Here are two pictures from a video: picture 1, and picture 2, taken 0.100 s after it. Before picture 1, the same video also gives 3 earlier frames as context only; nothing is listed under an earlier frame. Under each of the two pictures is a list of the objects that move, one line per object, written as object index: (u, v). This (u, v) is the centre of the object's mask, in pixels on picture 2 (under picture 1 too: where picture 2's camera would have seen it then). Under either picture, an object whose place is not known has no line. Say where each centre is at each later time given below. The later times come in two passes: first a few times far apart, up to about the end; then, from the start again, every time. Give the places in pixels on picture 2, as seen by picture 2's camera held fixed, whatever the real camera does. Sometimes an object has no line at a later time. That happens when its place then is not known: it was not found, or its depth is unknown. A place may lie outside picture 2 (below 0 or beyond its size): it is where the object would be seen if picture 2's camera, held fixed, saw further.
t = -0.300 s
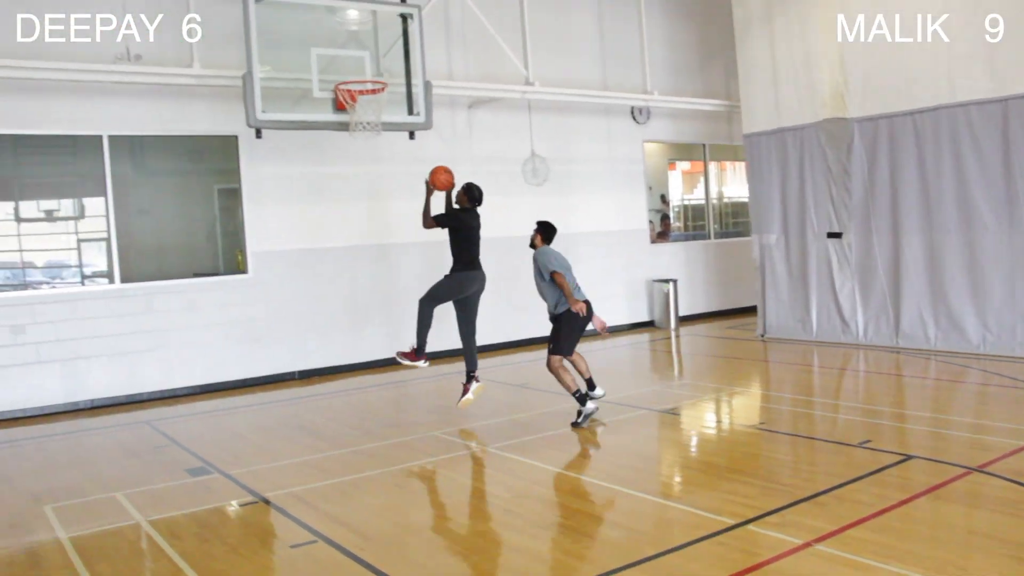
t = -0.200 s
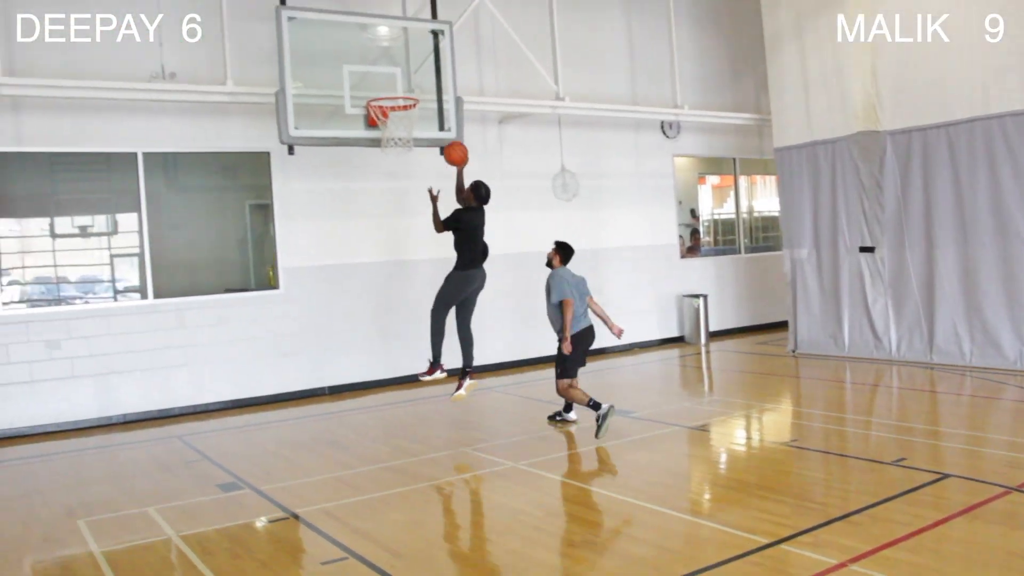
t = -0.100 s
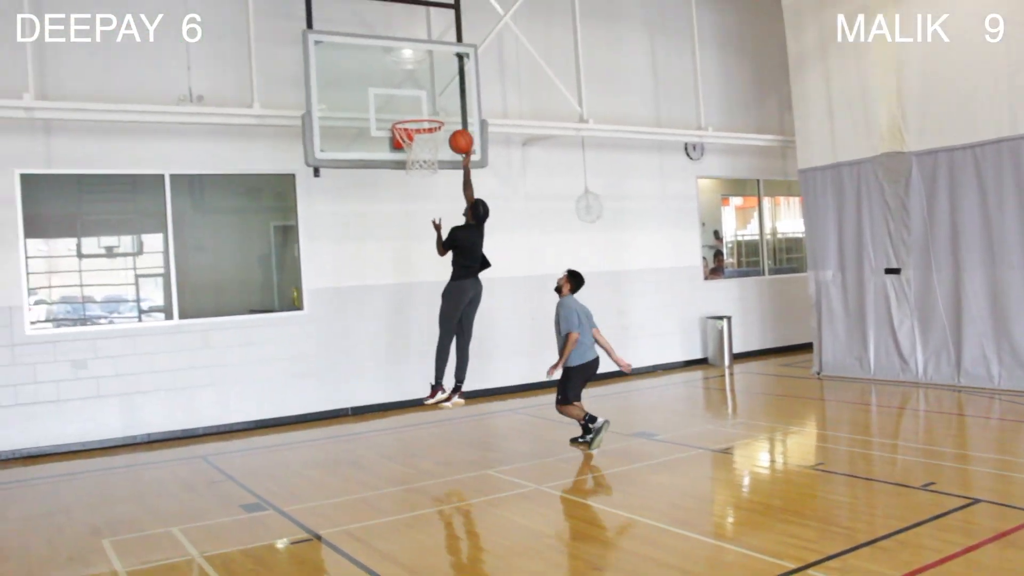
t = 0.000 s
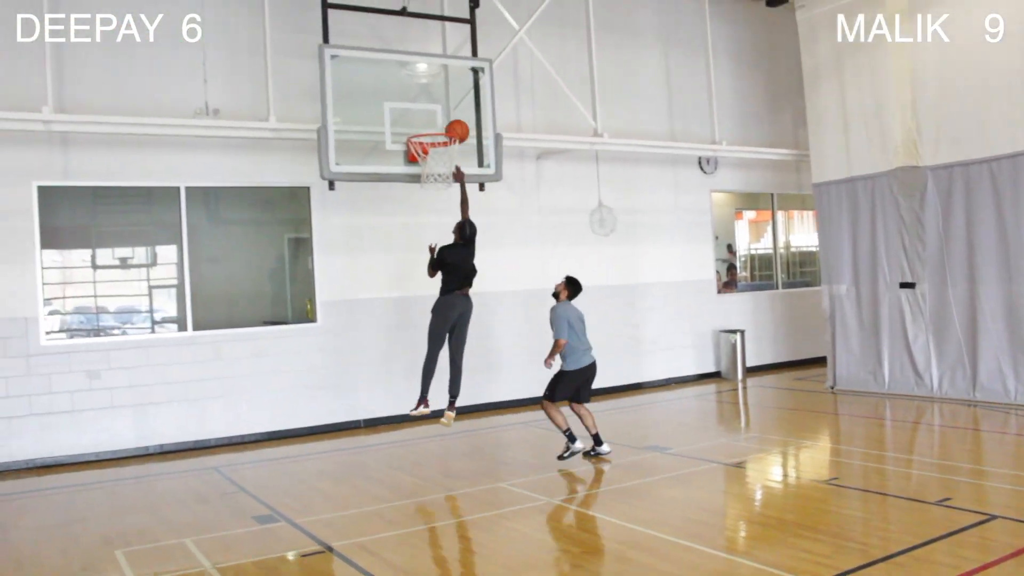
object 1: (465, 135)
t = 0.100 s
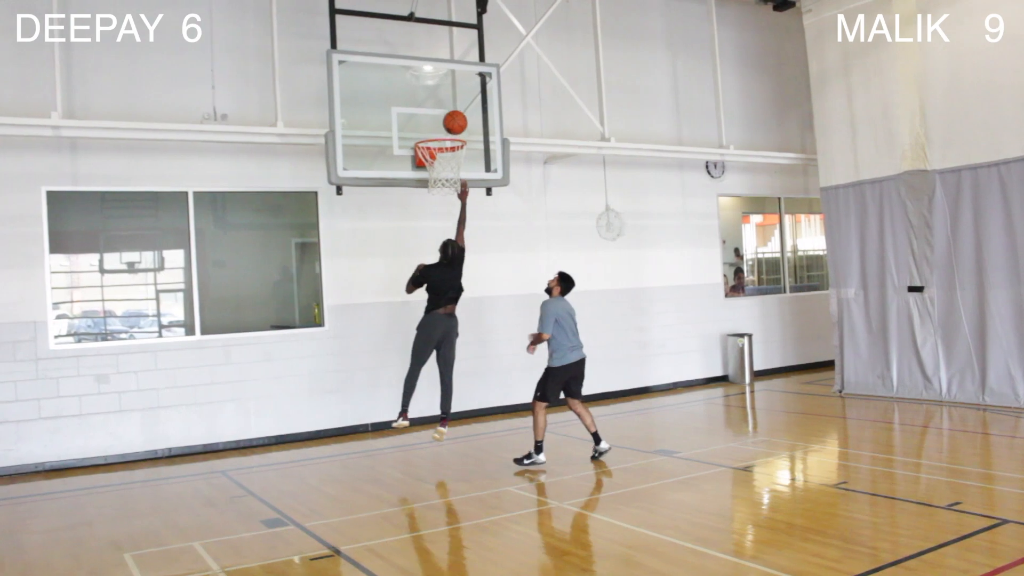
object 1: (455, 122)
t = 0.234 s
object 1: (452, 118)
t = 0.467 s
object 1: (449, 155)
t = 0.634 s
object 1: (447, 194)
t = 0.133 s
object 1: (454, 120)
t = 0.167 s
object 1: (453, 118)
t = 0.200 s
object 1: (453, 118)
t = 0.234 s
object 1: (452, 118)
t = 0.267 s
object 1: (451, 120)
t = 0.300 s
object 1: (451, 123)
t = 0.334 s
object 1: (450, 126)
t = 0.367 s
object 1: (449, 130)
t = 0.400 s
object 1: (449, 139)
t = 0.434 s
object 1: (448, 146)
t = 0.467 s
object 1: (449, 155)
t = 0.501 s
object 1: (449, 164)
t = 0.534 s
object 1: (448, 170)
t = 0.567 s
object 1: (450, 182)
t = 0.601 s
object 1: (448, 186)
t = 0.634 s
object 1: (447, 194)
